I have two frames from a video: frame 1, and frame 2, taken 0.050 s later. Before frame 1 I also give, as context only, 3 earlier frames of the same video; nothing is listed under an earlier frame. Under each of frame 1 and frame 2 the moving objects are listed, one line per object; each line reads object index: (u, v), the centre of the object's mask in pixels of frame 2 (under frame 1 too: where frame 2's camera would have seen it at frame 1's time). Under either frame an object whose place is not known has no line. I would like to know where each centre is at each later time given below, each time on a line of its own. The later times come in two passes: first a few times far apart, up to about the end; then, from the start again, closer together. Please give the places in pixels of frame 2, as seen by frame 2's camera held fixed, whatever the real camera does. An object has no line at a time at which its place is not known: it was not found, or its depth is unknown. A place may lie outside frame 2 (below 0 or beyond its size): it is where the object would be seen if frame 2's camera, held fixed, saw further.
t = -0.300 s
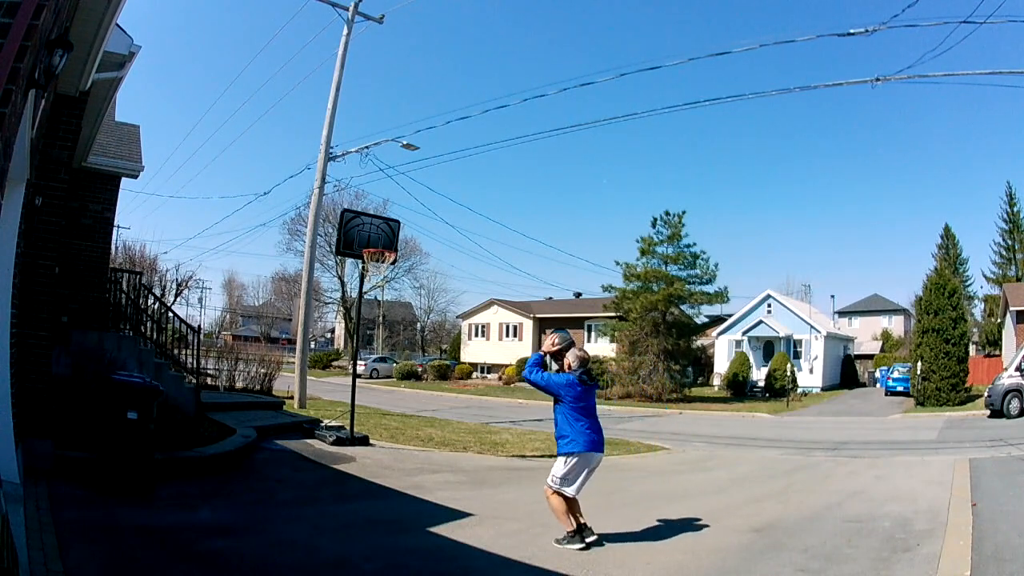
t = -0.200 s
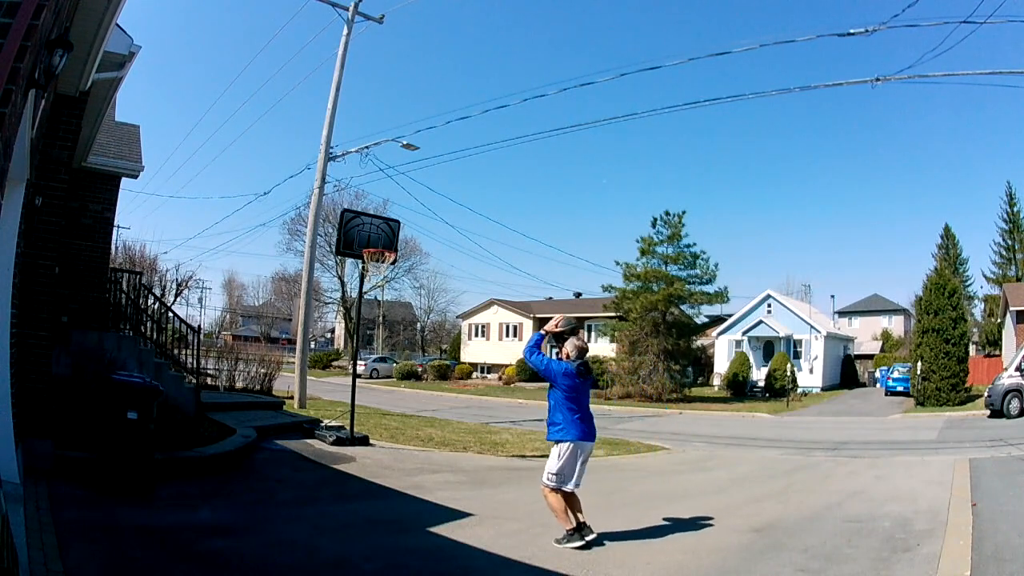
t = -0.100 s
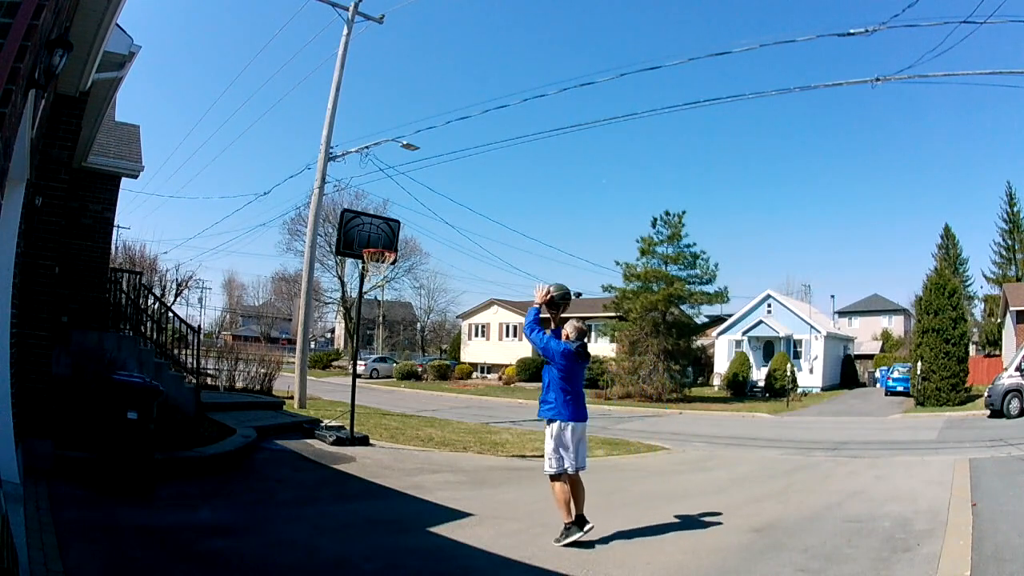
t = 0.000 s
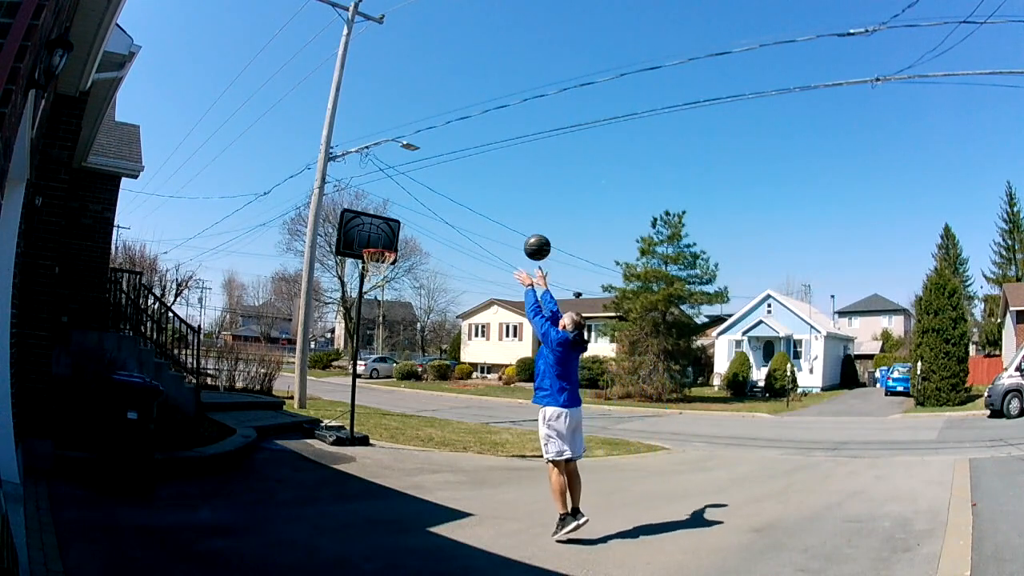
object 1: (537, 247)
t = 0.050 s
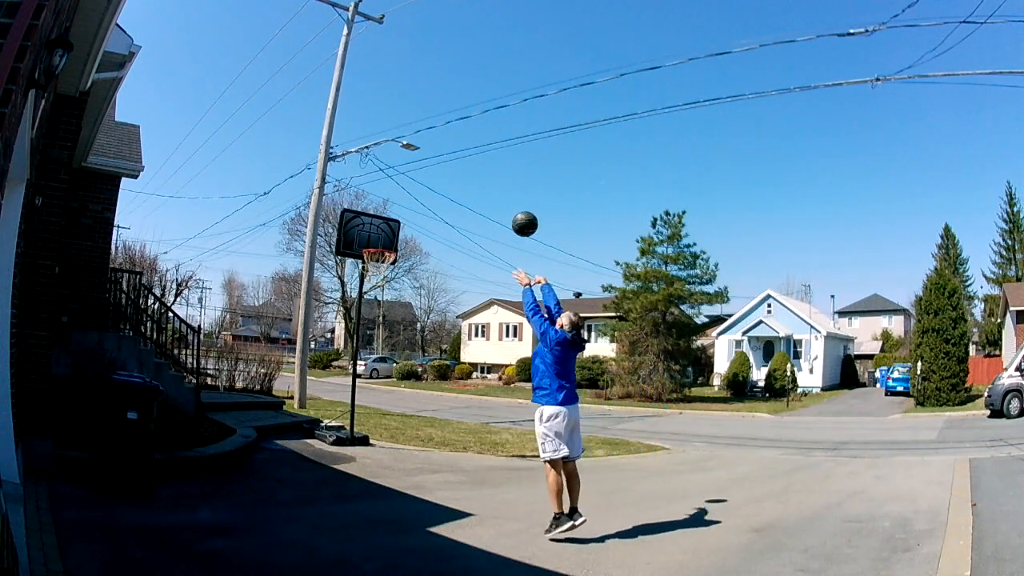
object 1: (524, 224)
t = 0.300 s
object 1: (473, 163)
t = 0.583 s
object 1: (428, 167)
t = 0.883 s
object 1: (387, 226)
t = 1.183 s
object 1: (374, 299)
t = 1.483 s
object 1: (378, 409)
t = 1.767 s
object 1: (397, 400)
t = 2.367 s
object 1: (467, 380)
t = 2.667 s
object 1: (509, 505)
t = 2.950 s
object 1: (561, 441)
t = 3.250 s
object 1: (623, 457)
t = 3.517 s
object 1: (679, 538)
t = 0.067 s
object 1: (521, 217)
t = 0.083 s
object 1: (517, 211)
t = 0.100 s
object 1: (513, 205)
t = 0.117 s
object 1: (509, 199)
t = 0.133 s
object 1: (505, 194)
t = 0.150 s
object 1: (502, 190)
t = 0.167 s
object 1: (498, 185)
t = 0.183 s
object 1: (495, 182)
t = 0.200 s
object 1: (492, 178)
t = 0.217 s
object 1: (489, 174)
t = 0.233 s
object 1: (485, 171)
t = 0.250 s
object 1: (483, 169)
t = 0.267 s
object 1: (479, 166)
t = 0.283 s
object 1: (476, 164)
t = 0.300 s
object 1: (473, 163)
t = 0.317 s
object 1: (470, 161)
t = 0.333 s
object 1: (467, 160)
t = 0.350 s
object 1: (464, 159)
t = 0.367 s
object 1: (462, 158)
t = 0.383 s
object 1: (459, 157)
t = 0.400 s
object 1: (456, 157)
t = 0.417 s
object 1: (454, 157)
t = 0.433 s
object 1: (451, 157)
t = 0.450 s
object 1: (448, 157)
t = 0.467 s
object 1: (446, 157)
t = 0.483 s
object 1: (443, 158)
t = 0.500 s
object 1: (441, 159)
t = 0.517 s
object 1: (438, 160)
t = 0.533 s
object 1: (435, 162)
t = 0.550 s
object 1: (433, 163)
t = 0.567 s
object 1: (431, 165)
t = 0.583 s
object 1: (428, 167)
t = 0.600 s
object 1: (425, 169)
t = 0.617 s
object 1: (423, 171)
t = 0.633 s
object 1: (421, 173)
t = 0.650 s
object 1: (419, 176)
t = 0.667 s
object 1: (416, 178)
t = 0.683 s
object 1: (414, 181)
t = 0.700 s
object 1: (412, 184)
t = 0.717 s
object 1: (410, 187)
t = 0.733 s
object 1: (407, 191)
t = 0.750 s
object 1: (405, 194)
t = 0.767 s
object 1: (403, 198)
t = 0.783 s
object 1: (401, 202)
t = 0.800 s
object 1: (398, 206)
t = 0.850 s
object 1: (391, 217)
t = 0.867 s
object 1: (389, 222)
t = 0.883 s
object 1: (387, 226)
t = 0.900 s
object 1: (385, 231)
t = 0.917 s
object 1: (382, 235)
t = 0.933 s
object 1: (379, 240)
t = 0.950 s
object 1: (377, 244)
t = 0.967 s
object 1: (377, 247)
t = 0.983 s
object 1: (374, 256)
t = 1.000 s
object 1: (373, 256)
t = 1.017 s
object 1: (373, 266)
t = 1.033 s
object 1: (373, 271)
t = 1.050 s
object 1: (372, 271)
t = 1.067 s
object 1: (373, 274)
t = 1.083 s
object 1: (373, 278)
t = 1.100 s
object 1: (373, 281)
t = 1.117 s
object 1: (373, 284)
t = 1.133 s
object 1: (373, 289)
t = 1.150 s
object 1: (373, 292)
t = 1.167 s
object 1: (374, 295)
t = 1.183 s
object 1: (374, 299)
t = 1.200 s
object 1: (374, 303)
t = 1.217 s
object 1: (374, 308)
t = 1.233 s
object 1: (375, 311)
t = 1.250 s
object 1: (375, 316)
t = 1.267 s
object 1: (375, 322)
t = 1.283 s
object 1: (375, 327)
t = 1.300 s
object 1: (375, 333)
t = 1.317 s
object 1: (375, 339)
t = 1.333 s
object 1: (375, 345)
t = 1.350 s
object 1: (376, 350)
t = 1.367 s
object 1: (377, 358)
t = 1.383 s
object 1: (376, 365)
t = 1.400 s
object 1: (377, 371)
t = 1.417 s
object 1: (377, 379)
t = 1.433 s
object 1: (377, 385)
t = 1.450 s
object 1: (377, 393)
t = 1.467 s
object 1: (377, 401)
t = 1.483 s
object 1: (378, 409)
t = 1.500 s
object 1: (378, 417)
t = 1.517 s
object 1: (379, 426)
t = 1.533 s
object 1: (379, 435)
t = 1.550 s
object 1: (379, 443)
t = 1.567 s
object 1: (380, 452)
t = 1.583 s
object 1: (380, 458)
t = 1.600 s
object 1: (382, 452)
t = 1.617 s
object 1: (383, 446)
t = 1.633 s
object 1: (385, 441)
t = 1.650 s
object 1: (386, 436)
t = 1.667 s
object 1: (388, 430)
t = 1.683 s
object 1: (390, 425)
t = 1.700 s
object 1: (391, 420)
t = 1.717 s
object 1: (393, 414)
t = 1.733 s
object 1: (394, 410)
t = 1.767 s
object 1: (397, 400)
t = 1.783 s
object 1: (399, 396)
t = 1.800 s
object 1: (401, 392)
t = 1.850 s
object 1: (406, 381)
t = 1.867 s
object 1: (407, 378)
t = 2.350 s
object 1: (465, 375)
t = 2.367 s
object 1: (467, 380)
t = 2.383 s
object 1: (470, 384)
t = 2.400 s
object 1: (472, 388)
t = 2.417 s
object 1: (474, 394)
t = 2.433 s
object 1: (477, 399)
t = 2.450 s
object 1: (478, 405)
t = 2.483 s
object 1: (483, 416)
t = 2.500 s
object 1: (485, 422)
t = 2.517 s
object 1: (488, 429)
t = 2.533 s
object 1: (490, 437)
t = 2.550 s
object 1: (492, 444)
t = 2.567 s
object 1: (495, 452)
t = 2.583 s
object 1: (496, 460)
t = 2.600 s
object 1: (499, 468)
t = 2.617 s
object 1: (501, 476)
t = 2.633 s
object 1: (504, 485)
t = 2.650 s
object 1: (506, 494)
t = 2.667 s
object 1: (509, 505)
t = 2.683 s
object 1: (511, 504)
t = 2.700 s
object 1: (514, 498)
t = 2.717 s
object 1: (517, 493)
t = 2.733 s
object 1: (520, 488)
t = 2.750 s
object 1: (523, 483)
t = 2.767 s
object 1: (526, 478)
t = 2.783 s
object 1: (529, 473)
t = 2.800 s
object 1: (532, 469)
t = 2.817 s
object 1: (535, 465)
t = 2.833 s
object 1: (538, 461)
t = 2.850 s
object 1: (542, 458)
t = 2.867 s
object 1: (545, 454)
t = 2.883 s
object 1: (548, 451)
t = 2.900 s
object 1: (551, 448)
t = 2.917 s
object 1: (555, 446)
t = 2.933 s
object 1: (558, 443)
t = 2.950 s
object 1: (561, 441)
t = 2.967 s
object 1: (564, 439)
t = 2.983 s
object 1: (567, 438)
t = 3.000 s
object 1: (571, 436)
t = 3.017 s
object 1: (574, 435)
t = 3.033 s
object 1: (577, 435)
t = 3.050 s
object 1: (581, 434)
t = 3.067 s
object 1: (584, 434)
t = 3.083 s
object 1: (588, 434)
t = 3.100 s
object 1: (591, 435)
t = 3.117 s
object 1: (595, 436)
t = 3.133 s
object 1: (598, 437)
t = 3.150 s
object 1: (602, 439)
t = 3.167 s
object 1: (605, 441)
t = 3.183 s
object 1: (609, 443)
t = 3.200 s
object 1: (612, 446)
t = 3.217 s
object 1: (616, 450)
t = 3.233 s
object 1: (619, 453)
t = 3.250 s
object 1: (623, 457)
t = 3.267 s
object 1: (626, 461)
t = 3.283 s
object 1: (630, 465)
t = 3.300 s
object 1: (633, 470)
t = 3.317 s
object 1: (637, 475)
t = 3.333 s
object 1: (640, 481)
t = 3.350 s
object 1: (643, 486)
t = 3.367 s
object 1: (647, 492)
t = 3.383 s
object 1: (650, 499)
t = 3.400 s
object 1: (654, 506)
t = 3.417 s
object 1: (657, 513)
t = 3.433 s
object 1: (660, 521)
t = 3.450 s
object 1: (664, 529)
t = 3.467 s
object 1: (667, 537)
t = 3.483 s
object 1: (670, 546)
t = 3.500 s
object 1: (674, 544)
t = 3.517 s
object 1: (679, 538)
